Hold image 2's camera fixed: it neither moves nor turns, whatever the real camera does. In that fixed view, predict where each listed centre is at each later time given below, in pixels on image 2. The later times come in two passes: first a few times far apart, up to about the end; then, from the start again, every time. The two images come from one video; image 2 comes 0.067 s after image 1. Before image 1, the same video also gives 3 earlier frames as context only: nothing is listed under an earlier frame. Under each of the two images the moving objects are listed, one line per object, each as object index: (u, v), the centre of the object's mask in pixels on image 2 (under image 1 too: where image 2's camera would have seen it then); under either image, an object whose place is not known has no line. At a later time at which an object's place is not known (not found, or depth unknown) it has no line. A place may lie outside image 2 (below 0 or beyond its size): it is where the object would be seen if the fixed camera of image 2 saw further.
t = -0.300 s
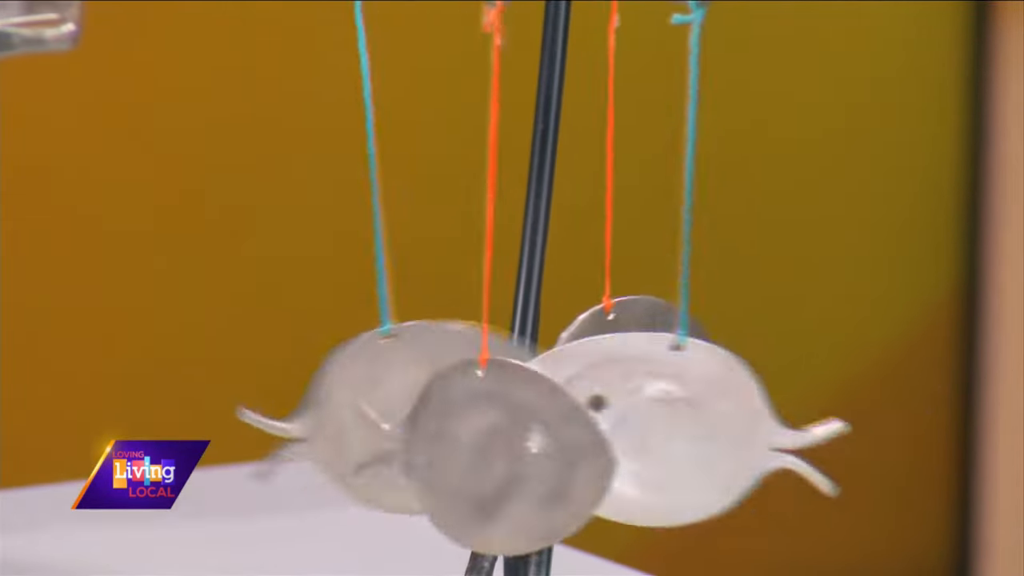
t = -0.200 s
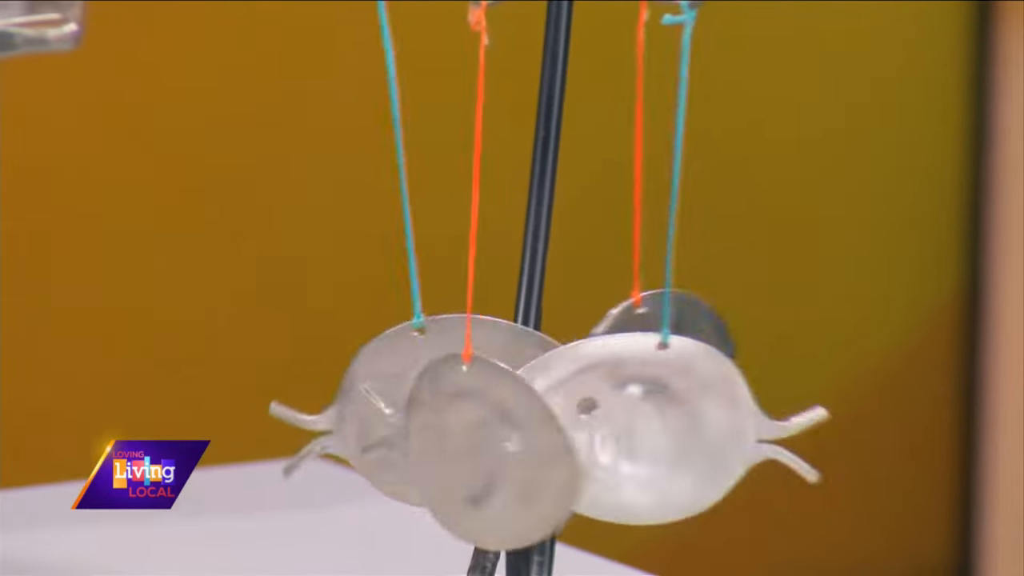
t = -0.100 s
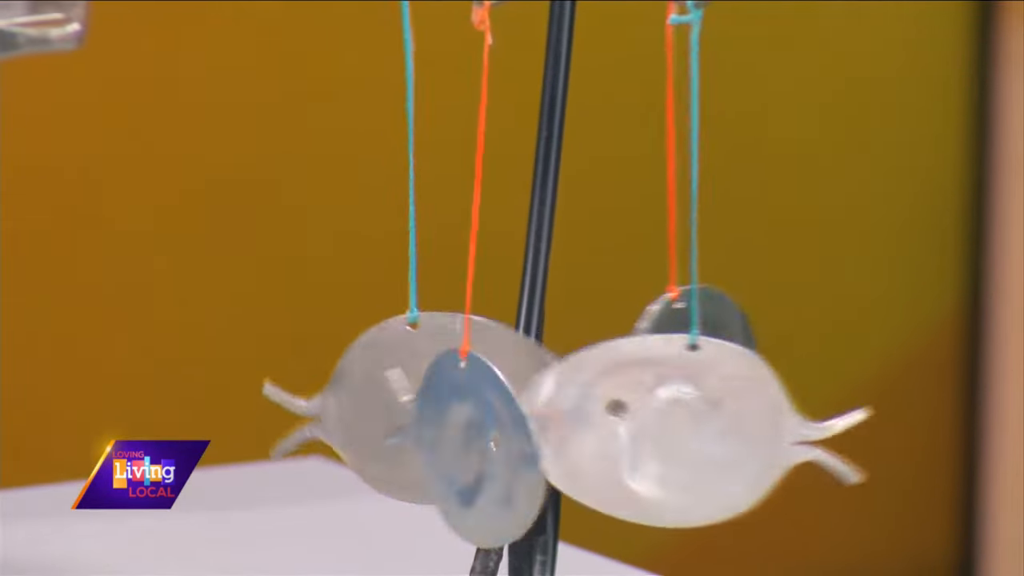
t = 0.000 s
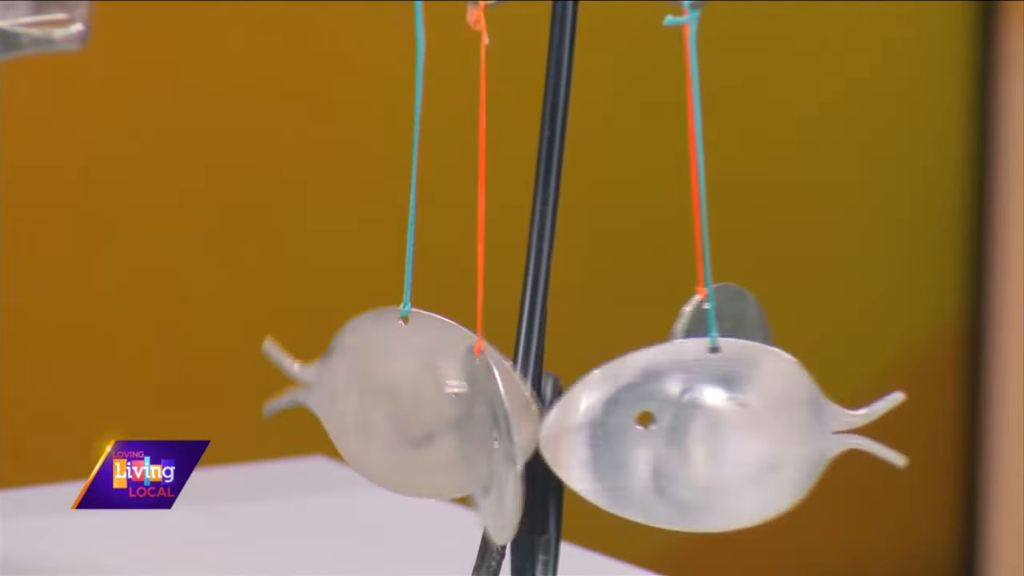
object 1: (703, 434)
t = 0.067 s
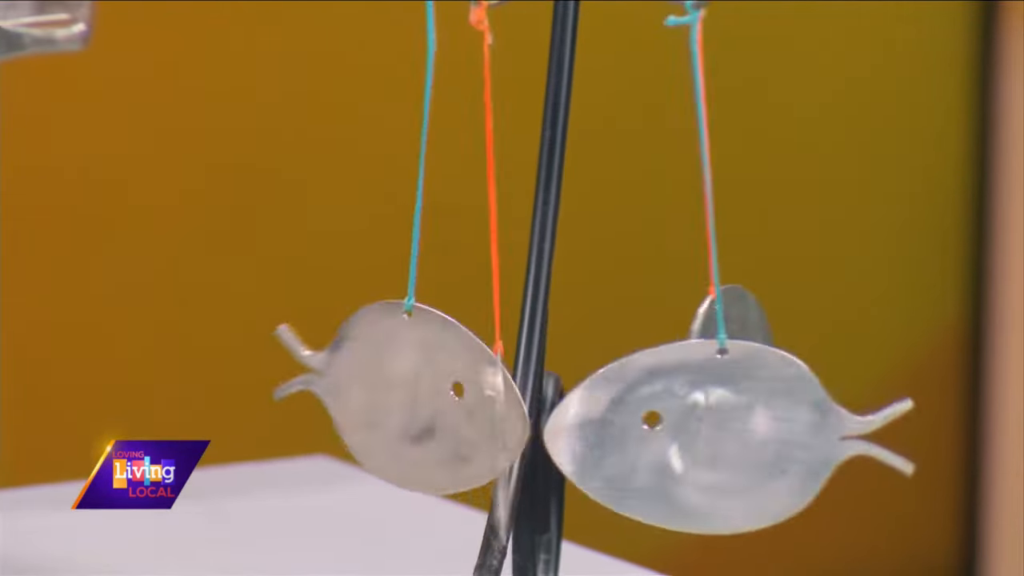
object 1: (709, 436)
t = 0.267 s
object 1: (673, 436)
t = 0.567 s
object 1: (607, 443)
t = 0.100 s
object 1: (706, 437)
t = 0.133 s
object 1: (700, 437)
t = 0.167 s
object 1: (690, 436)
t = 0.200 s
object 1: (682, 436)
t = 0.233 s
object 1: (677, 436)
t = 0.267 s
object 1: (673, 436)
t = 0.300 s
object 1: (669, 436)
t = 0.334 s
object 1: (663, 437)
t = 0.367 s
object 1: (657, 437)
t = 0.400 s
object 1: (651, 438)
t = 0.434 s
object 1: (642, 438)
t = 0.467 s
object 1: (632, 440)
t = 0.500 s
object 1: (623, 441)
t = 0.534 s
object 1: (615, 442)
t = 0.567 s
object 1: (607, 443)
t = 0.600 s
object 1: (600, 443)
